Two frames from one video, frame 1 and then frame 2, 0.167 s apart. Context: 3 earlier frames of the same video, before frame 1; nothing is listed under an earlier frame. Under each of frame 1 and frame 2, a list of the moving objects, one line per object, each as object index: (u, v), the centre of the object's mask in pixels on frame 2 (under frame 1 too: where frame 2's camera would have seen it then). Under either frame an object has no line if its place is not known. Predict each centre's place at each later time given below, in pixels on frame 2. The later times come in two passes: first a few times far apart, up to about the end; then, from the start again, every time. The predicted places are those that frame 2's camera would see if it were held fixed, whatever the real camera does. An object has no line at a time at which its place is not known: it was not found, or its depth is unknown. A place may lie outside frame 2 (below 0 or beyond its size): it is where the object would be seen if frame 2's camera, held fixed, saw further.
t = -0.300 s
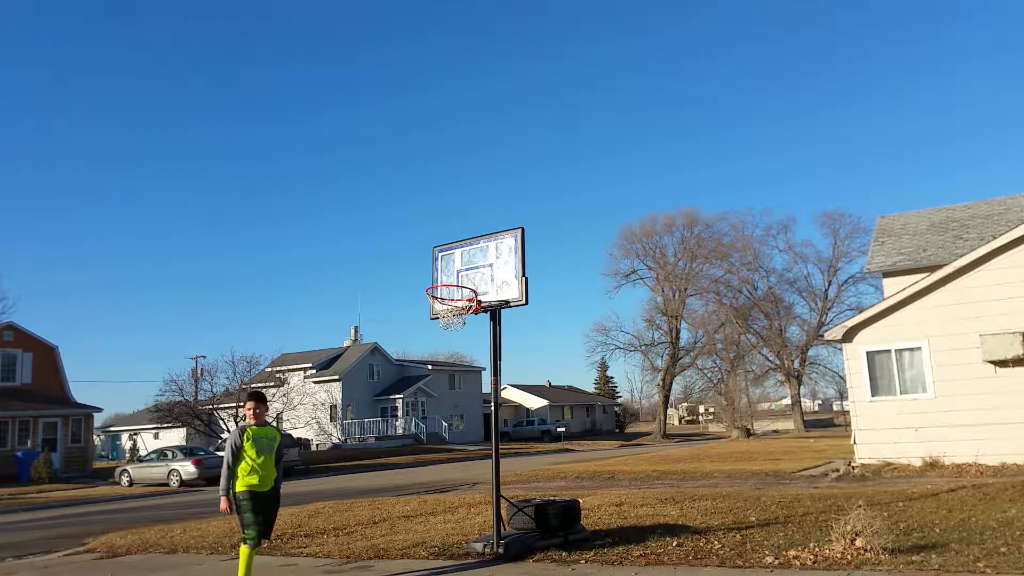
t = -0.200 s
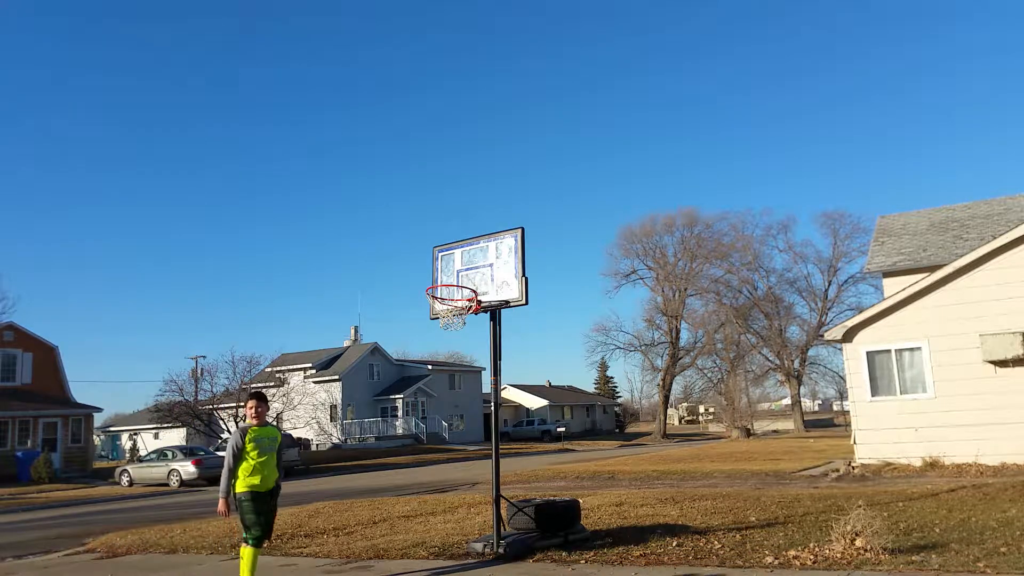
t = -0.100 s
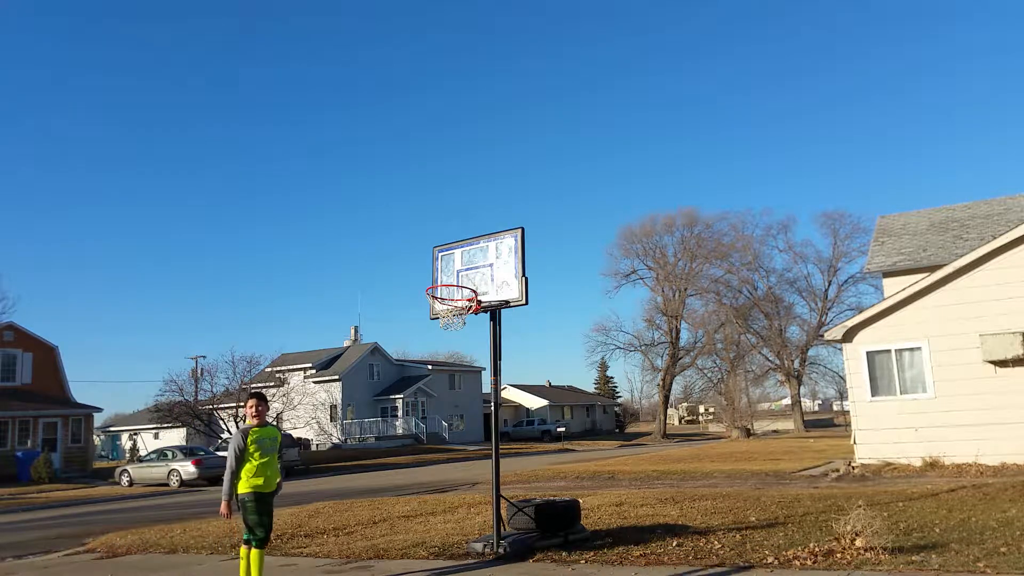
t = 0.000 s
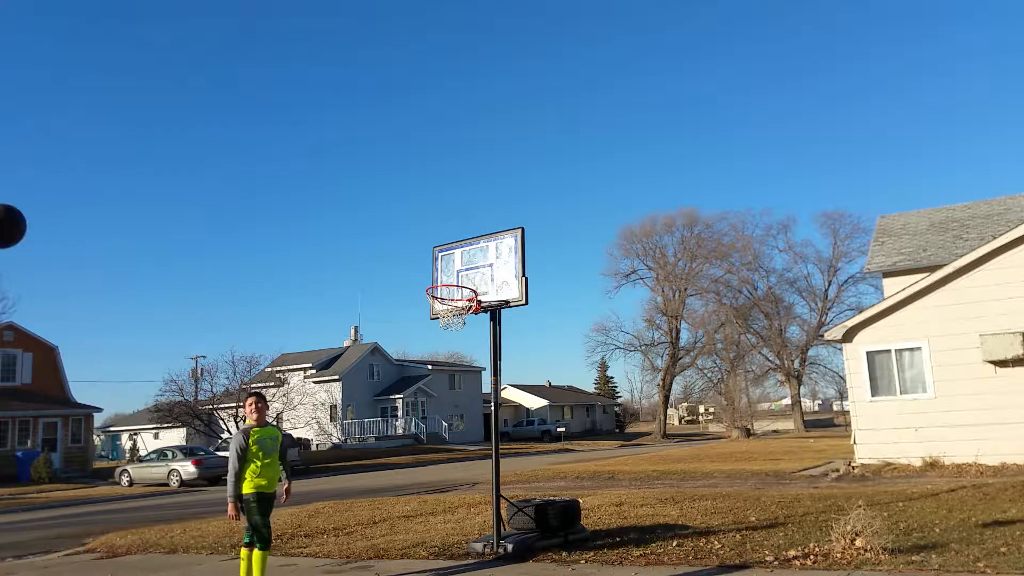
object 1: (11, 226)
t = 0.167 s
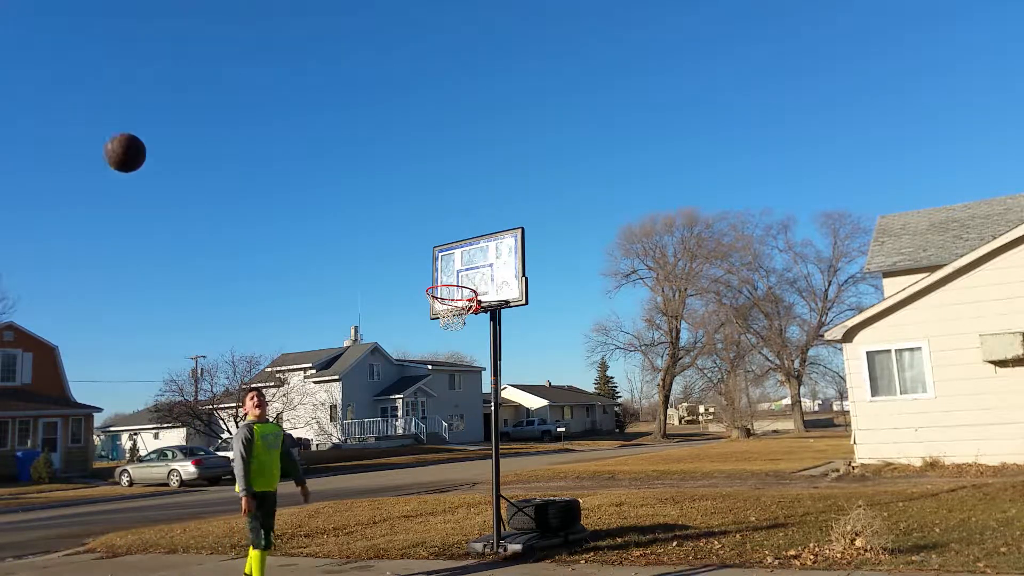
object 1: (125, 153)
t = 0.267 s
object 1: (185, 136)
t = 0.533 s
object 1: (312, 161)
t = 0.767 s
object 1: (398, 239)
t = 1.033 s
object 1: (469, 373)
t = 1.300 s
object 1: (485, 533)
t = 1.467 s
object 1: (465, 488)
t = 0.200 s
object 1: (146, 145)
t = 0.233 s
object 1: (166, 140)
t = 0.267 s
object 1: (185, 136)
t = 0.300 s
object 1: (203, 134)
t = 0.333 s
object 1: (220, 134)
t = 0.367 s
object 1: (237, 135)
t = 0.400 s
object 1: (253, 138)
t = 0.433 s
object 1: (268, 142)
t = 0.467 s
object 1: (284, 147)
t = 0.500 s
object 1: (298, 154)
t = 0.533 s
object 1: (312, 161)
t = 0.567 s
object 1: (326, 170)
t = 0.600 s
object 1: (339, 179)
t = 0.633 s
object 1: (351, 189)
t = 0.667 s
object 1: (364, 200)
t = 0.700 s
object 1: (376, 212)
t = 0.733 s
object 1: (387, 225)
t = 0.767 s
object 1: (398, 239)
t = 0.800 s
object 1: (410, 253)
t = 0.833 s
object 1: (421, 268)
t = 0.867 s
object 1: (431, 283)
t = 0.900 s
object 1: (440, 300)
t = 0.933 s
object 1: (448, 317)
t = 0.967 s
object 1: (455, 335)
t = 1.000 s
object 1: (462, 354)
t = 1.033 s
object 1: (469, 373)
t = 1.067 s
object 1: (476, 394)
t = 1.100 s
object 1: (483, 414)
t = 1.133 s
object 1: (489, 437)
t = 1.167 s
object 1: (487, 453)
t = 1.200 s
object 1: (488, 471)
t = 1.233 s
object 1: (486, 490)
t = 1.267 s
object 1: (485, 510)
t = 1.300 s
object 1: (485, 533)
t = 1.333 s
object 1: (484, 554)
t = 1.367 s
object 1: (480, 535)
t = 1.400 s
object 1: (475, 519)
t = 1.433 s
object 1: (471, 502)
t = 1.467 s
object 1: (465, 488)
